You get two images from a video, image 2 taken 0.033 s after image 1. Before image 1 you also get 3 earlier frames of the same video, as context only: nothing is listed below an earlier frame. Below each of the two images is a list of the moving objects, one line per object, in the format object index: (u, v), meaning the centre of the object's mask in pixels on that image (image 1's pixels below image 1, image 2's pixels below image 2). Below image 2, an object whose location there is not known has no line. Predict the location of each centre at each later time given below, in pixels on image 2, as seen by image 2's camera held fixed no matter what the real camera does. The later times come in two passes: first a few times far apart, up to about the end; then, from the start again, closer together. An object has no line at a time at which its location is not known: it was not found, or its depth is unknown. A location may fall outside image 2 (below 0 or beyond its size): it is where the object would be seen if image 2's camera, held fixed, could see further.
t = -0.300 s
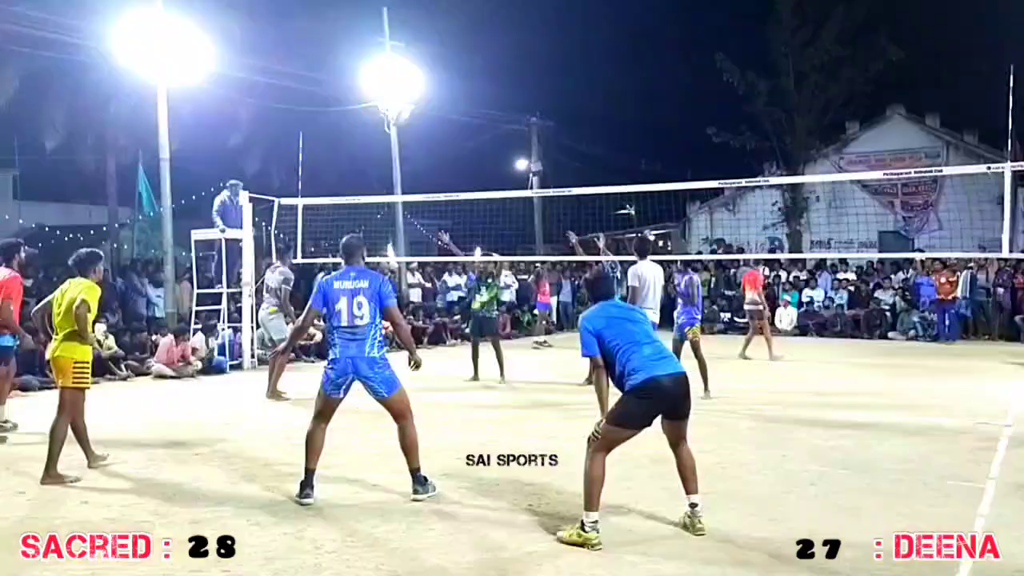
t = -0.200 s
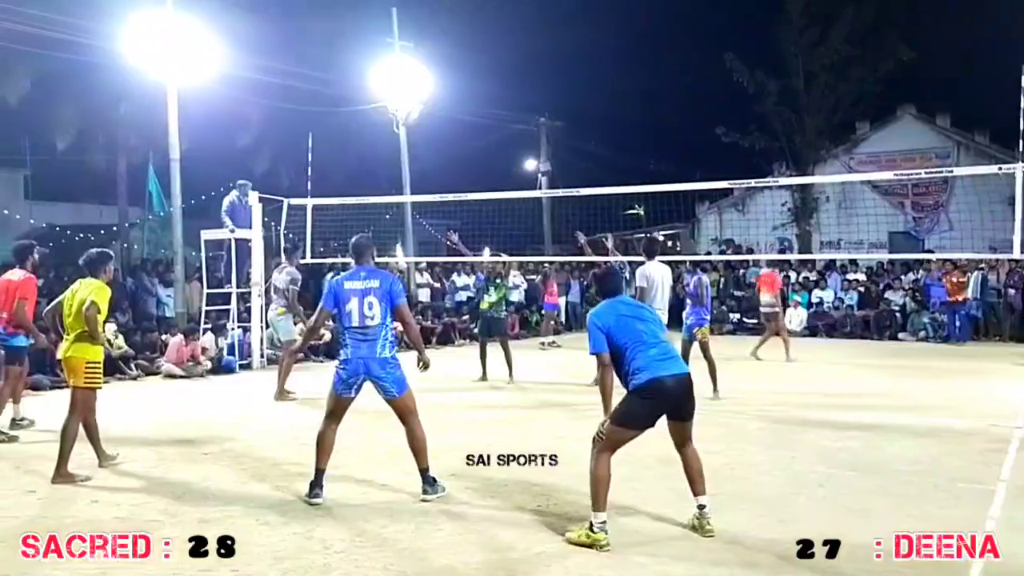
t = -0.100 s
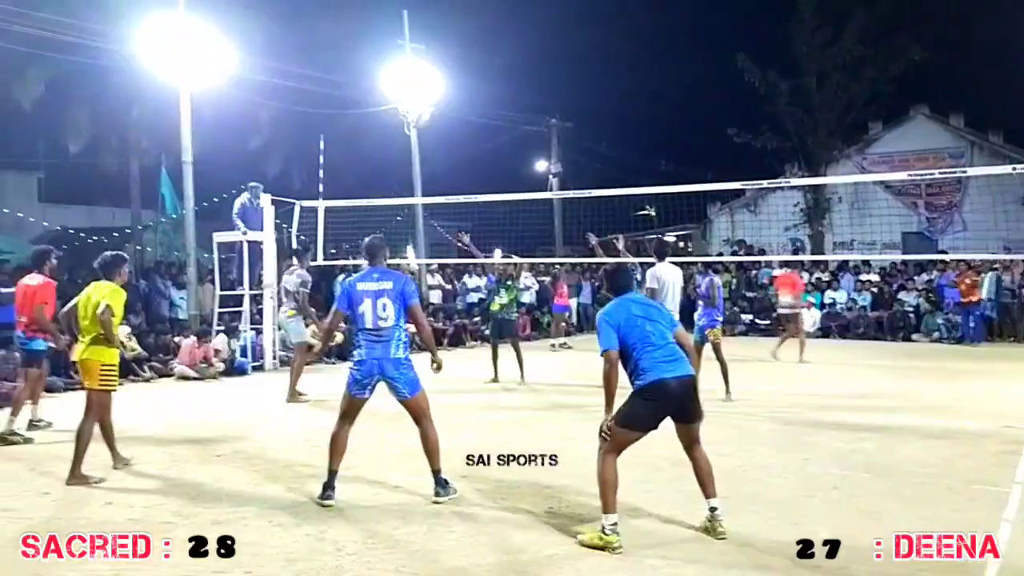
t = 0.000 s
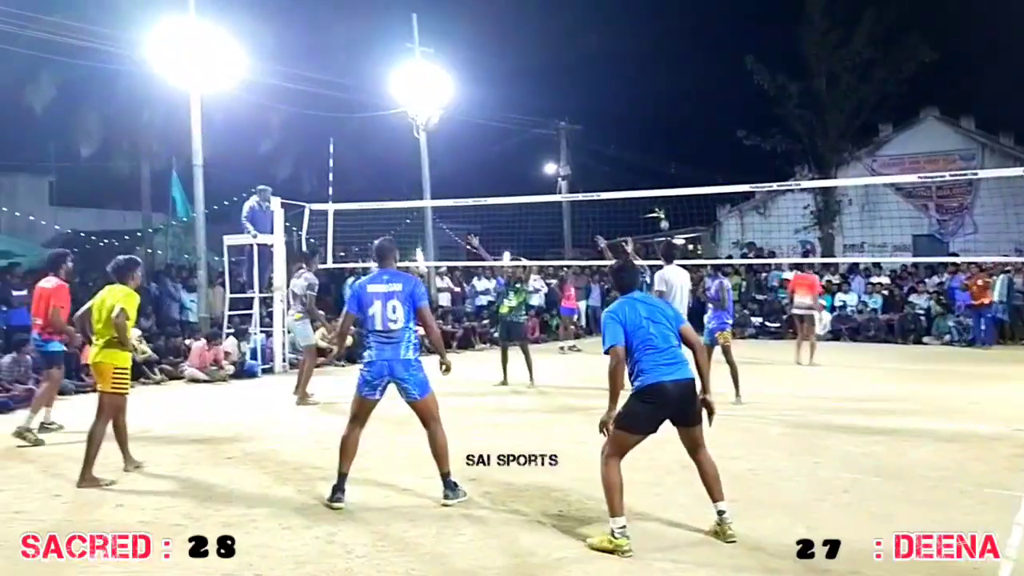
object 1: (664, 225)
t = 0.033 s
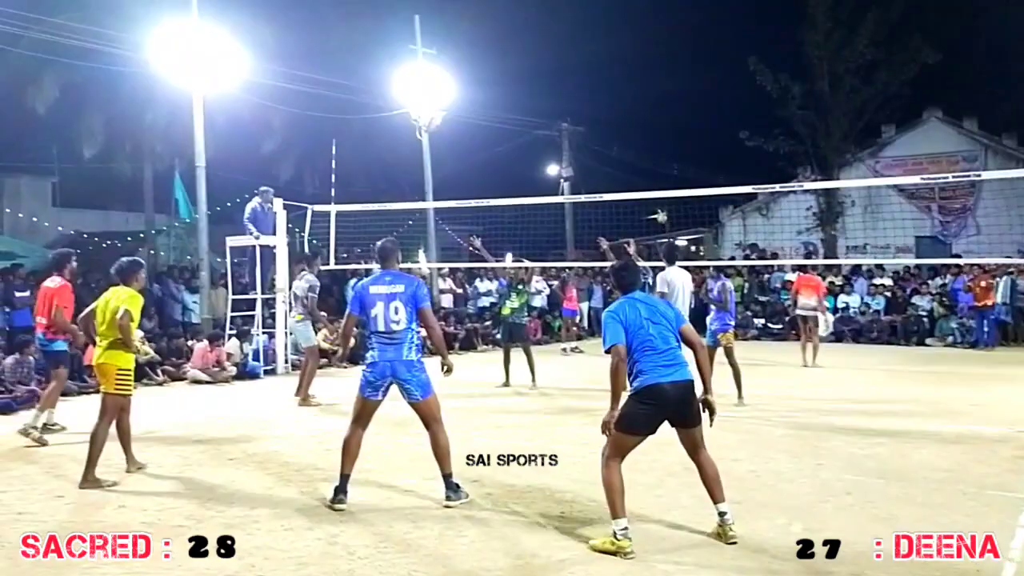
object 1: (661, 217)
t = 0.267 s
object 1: (613, 167)
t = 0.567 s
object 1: (528, 135)
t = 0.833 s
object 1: (419, 163)
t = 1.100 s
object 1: (261, 266)
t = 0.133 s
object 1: (641, 190)
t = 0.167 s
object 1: (635, 186)
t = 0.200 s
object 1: (628, 180)
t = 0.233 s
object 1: (621, 173)
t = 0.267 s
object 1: (613, 167)
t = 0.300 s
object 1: (605, 161)
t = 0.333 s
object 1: (597, 156)
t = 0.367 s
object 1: (589, 151)
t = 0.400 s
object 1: (580, 147)
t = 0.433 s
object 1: (570, 144)
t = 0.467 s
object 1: (560, 140)
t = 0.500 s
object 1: (550, 138)
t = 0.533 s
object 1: (539, 136)
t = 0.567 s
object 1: (528, 135)
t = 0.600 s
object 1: (516, 136)
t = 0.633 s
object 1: (504, 136)
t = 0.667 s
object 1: (491, 138)
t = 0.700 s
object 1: (478, 141)
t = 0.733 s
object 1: (464, 145)
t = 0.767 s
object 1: (450, 149)
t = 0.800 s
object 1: (436, 156)
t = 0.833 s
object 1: (419, 163)
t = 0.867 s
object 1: (403, 171)
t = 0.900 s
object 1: (386, 180)
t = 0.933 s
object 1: (368, 191)
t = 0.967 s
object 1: (349, 200)
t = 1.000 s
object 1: (326, 217)
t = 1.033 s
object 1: (306, 230)
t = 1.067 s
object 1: (283, 246)
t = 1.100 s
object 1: (261, 266)
